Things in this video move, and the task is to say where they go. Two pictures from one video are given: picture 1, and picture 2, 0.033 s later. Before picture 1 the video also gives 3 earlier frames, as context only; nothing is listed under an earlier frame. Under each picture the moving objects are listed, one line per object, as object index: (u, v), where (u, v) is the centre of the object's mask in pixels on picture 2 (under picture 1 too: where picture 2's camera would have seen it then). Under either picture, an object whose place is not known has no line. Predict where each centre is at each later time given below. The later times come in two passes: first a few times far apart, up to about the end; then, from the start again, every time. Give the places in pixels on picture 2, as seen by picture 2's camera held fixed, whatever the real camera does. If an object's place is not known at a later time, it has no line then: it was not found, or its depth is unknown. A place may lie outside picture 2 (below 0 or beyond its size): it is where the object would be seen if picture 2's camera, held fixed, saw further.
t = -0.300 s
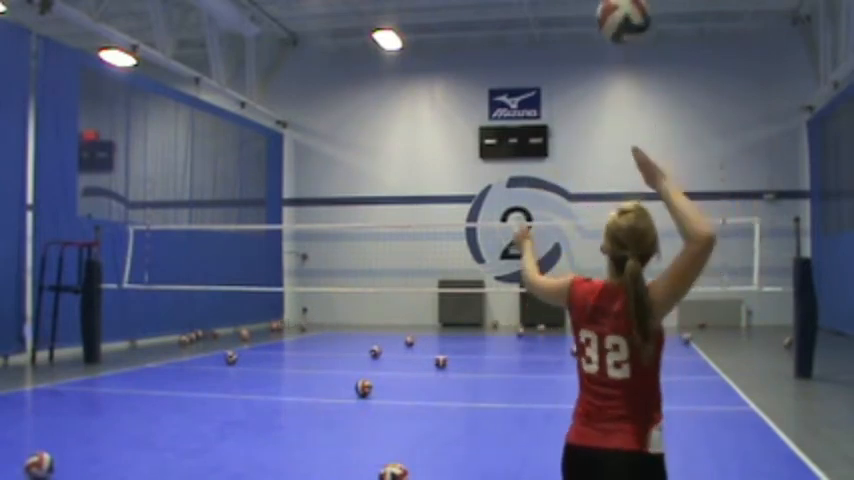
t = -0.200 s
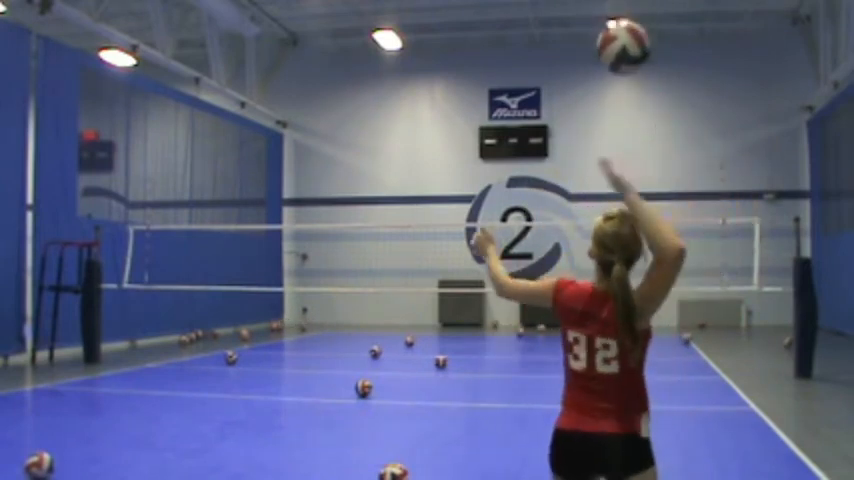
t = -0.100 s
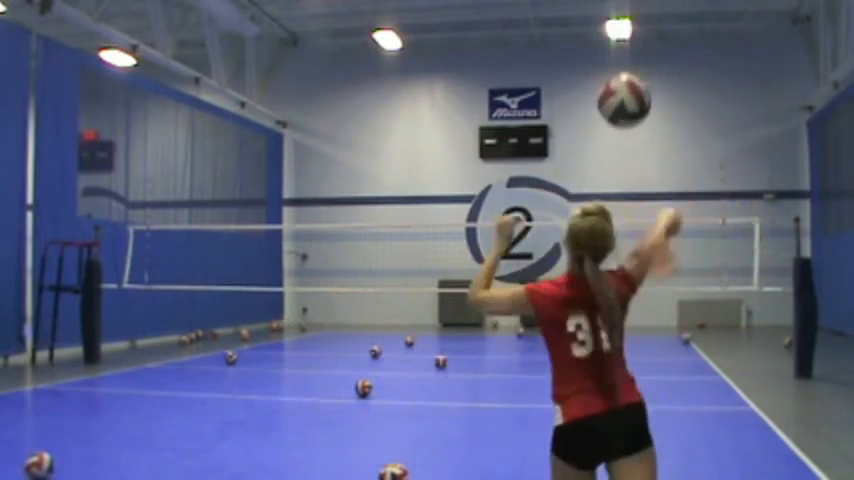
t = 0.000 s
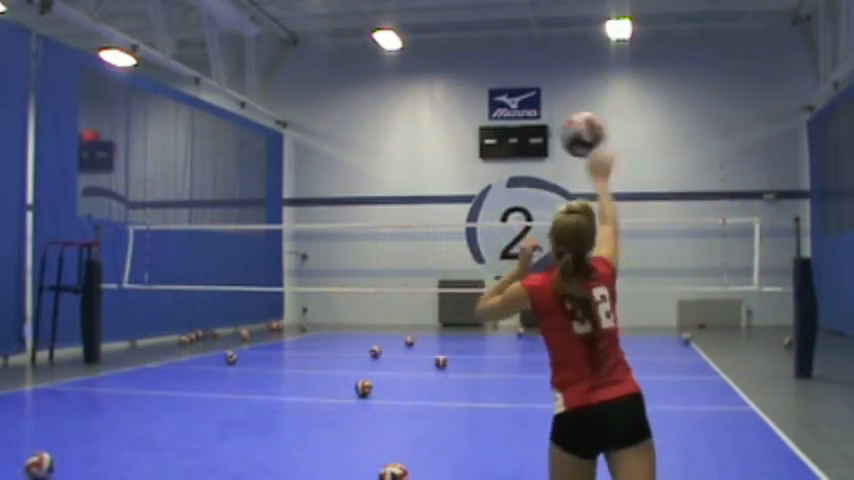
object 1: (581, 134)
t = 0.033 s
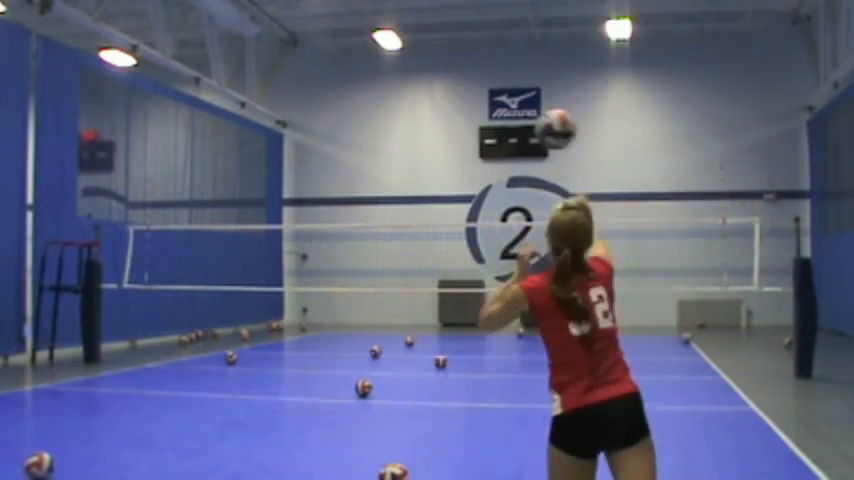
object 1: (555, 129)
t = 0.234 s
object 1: (471, 129)
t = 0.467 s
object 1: (432, 163)
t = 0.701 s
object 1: (411, 214)
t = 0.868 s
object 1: (402, 259)
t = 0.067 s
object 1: (534, 127)
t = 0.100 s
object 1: (516, 126)
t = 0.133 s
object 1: (503, 125)
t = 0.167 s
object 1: (492, 126)
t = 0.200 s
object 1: (482, 127)
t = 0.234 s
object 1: (471, 129)
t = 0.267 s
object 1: (465, 132)
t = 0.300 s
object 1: (458, 136)
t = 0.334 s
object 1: (452, 140)
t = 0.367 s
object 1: (447, 145)
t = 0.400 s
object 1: (441, 151)
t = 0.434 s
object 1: (437, 157)
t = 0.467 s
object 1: (432, 163)
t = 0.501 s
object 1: (429, 170)
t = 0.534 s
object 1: (425, 176)
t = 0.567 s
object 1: (422, 183)
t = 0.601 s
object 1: (419, 190)
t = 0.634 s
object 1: (416, 196)
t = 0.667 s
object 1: (413, 205)
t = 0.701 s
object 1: (411, 214)
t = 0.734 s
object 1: (409, 221)
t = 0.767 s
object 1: (407, 232)
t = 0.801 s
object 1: (405, 240)
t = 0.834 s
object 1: (404, 250)
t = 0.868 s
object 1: (402, 259)
